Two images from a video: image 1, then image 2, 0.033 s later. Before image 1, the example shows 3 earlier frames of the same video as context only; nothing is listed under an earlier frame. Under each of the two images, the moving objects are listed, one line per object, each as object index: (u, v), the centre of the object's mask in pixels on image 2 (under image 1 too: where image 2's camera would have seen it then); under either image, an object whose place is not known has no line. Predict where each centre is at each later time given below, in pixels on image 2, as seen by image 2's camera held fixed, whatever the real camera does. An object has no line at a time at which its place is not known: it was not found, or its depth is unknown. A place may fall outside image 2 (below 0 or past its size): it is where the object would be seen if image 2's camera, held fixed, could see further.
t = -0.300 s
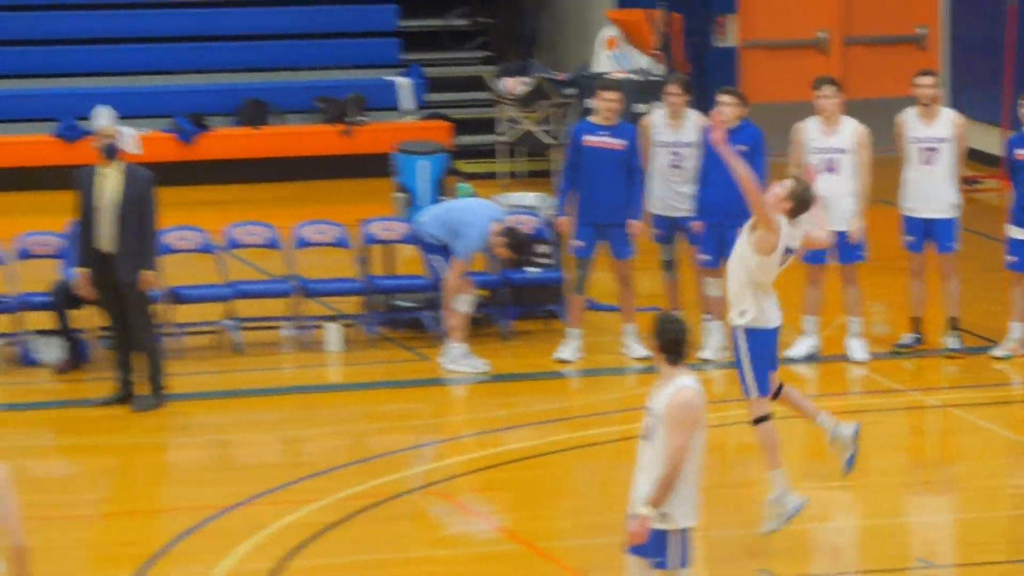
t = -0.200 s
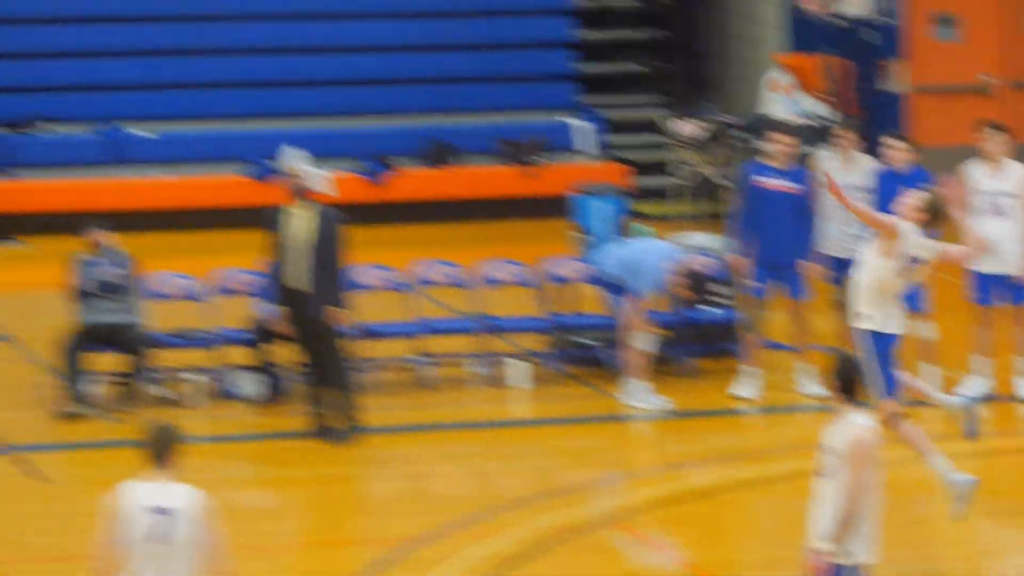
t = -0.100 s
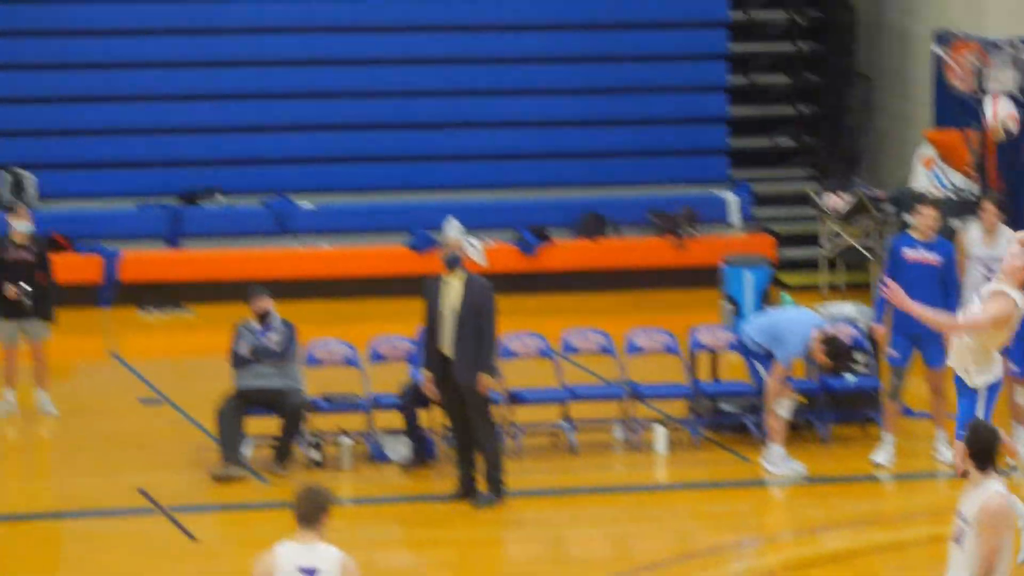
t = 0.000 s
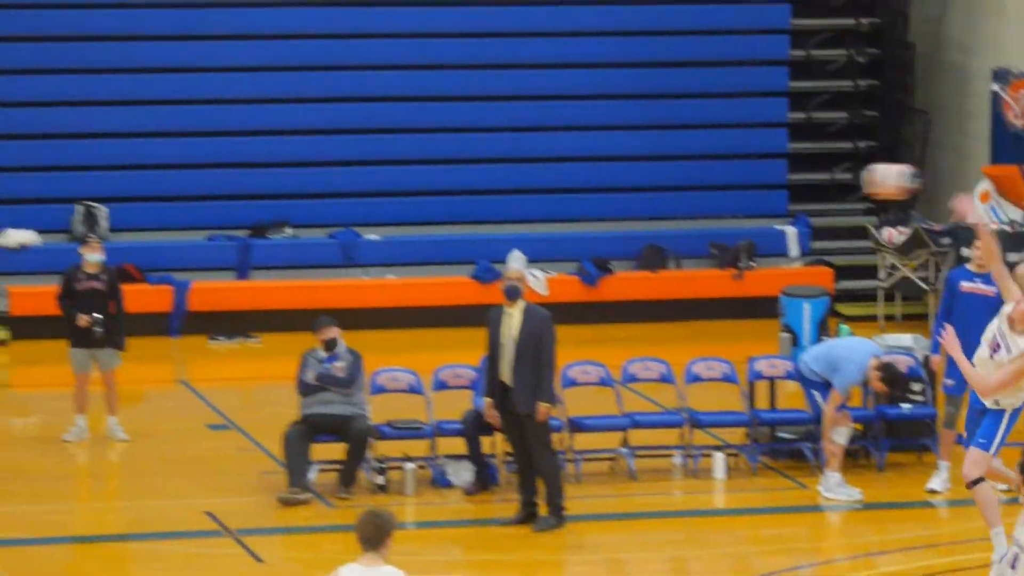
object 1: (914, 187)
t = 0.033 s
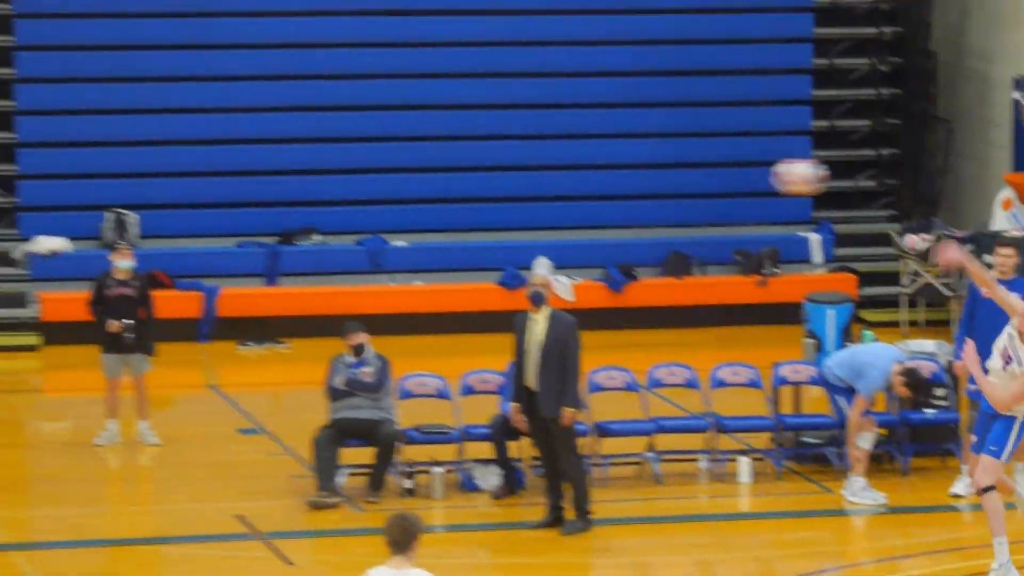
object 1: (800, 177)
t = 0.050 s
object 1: (742, 173)
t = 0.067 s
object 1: (685, 169)
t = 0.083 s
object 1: (628, 167)
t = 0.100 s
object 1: (570, 165)
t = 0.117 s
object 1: (512, 163)
